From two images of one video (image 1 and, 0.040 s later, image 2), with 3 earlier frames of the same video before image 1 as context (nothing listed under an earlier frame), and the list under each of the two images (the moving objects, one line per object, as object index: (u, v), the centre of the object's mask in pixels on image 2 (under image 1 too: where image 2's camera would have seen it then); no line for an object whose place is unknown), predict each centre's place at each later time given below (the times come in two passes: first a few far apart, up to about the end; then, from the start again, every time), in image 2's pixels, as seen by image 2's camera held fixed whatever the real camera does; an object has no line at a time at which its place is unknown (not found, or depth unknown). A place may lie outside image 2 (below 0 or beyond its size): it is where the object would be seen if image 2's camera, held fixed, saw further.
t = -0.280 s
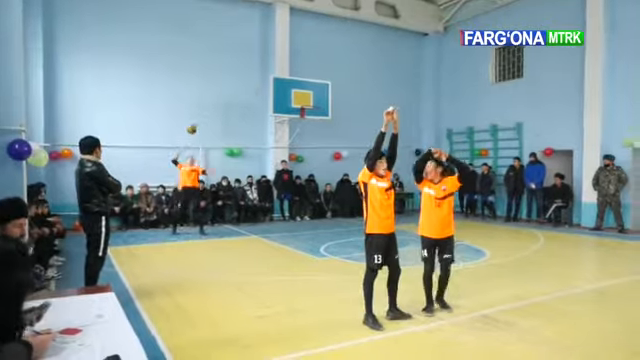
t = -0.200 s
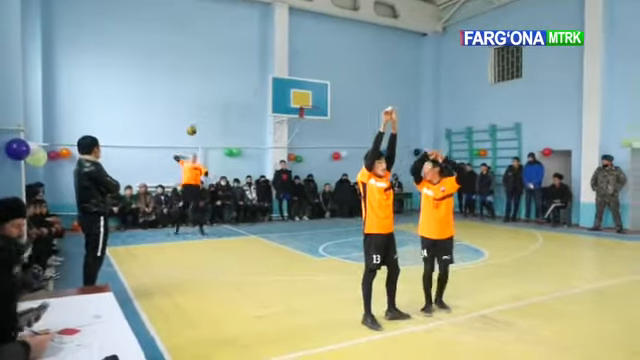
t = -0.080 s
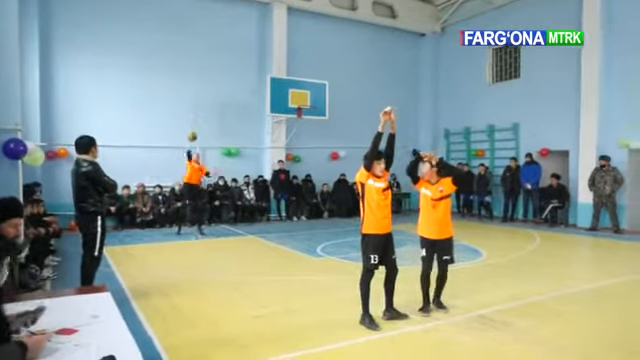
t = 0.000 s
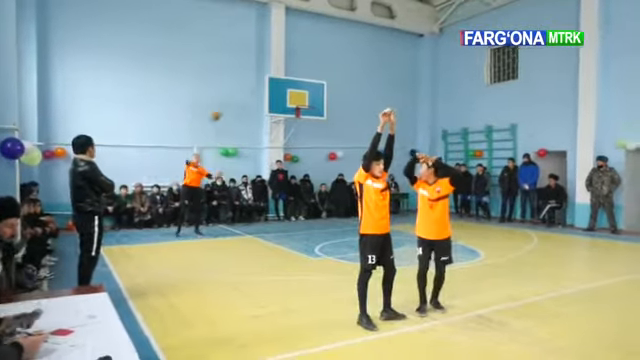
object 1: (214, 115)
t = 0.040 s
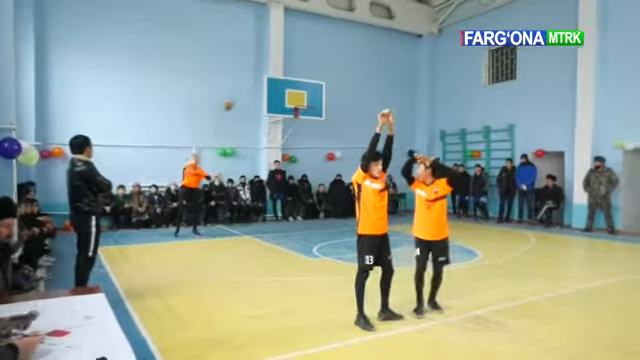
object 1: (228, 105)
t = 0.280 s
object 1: (352, 36)
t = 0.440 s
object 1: (522, -27)
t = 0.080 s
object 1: (243, 93)
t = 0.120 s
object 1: (260, 83)
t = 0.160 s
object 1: (279, 71)
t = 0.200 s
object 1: (301, 64)
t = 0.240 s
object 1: (326, 49)
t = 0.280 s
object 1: (352, 36)
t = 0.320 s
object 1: (385, 21)
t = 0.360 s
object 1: (424, 6)
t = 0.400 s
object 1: (469, -4)
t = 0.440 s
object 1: (522, -27)
